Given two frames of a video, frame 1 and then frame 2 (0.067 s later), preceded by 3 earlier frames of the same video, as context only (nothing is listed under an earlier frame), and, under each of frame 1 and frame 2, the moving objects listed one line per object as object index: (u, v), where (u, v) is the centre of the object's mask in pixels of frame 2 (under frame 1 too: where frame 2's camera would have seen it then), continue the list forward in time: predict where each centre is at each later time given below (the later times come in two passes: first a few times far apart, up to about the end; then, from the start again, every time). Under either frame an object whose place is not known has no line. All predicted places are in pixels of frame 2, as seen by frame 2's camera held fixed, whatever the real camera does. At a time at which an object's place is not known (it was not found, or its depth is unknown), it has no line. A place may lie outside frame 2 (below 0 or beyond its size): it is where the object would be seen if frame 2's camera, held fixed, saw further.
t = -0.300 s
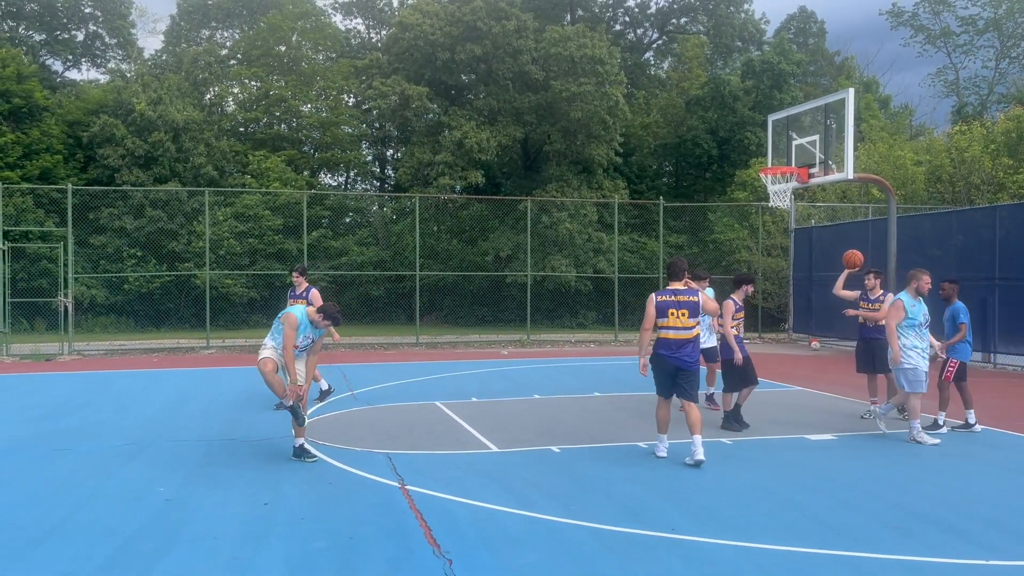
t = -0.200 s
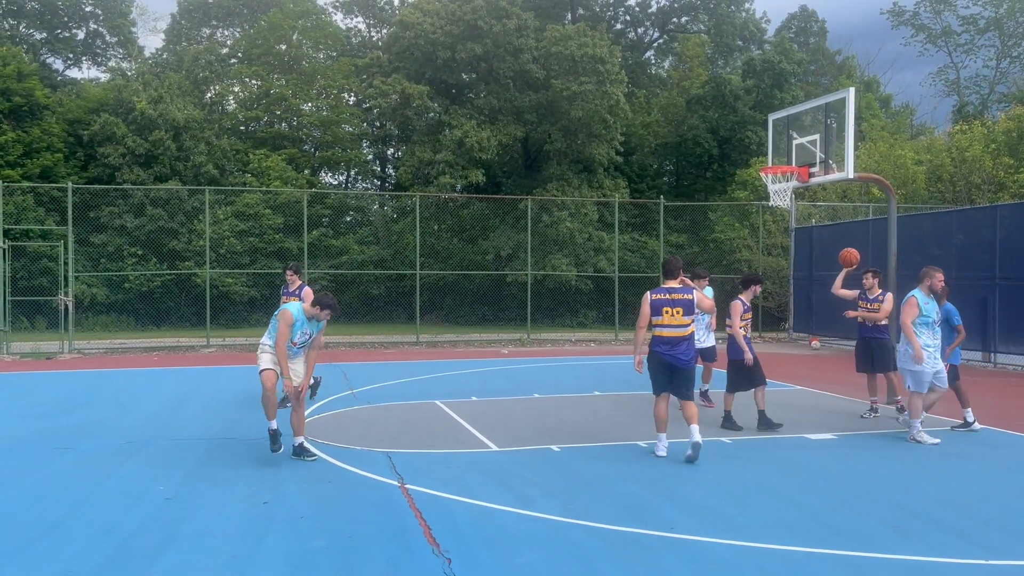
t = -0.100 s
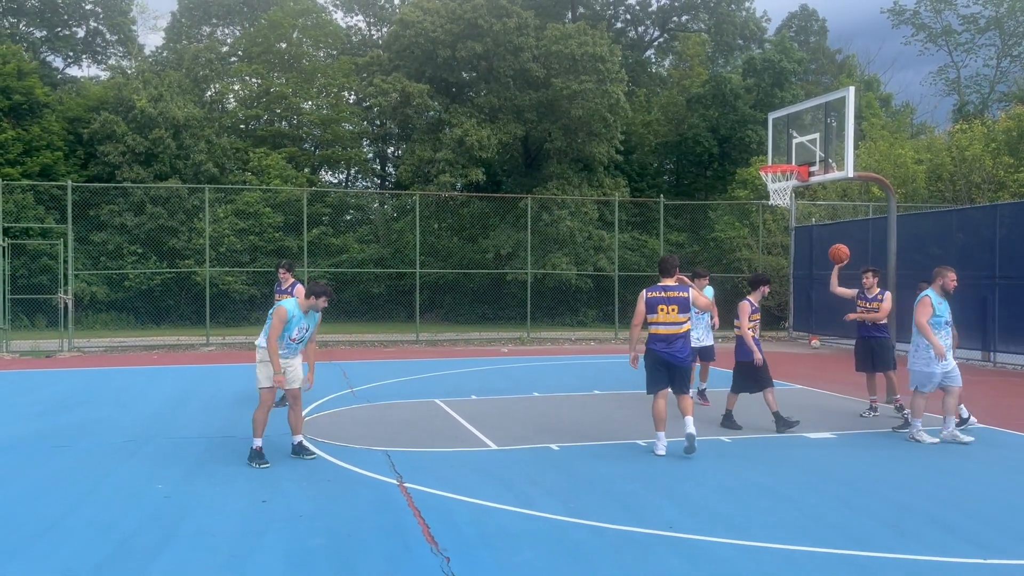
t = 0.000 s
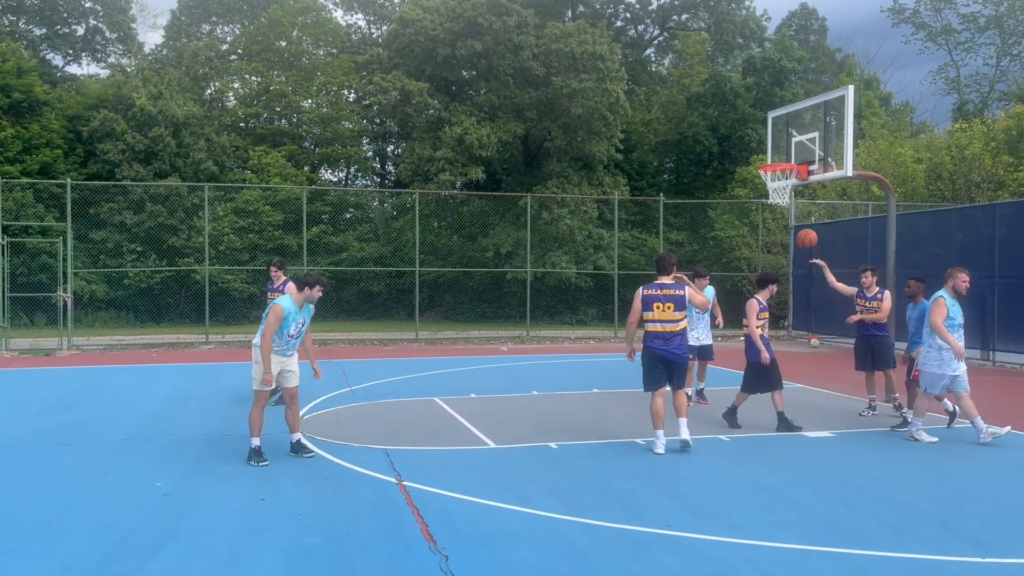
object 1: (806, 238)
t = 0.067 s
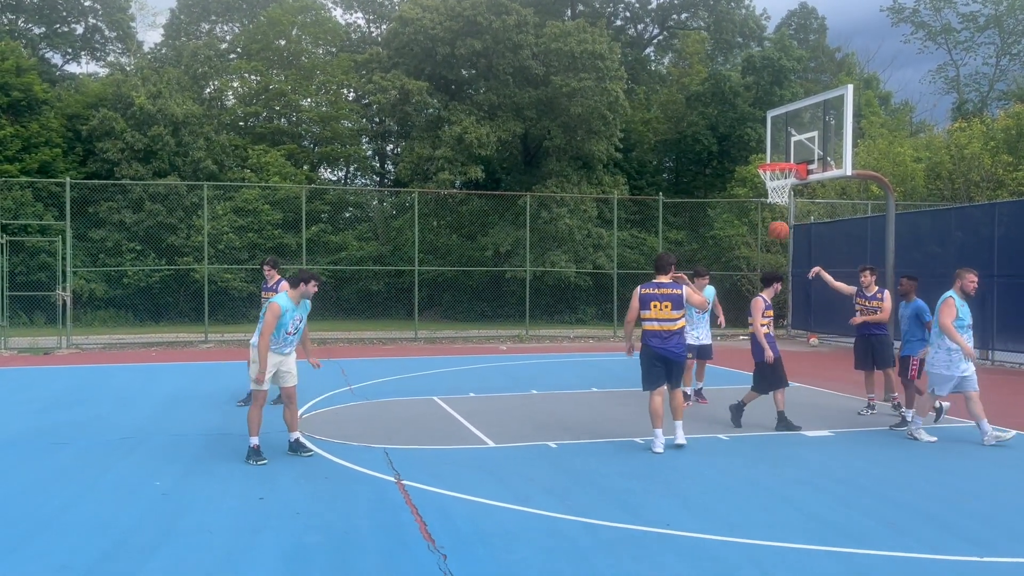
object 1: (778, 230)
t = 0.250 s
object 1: (704, 230)
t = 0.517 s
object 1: (596, 275)
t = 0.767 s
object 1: (500, 368)
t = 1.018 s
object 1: (444, 343)
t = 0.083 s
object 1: (772, 229)
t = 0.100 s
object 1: (765, 228)
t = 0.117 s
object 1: (758, 228)
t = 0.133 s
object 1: (752, 227)
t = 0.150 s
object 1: (745, 226)
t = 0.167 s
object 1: (738, 226)
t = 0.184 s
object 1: (731, 227)
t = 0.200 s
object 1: (724, 227)
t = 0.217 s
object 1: (717, 227)
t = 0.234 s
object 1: (710, 228)
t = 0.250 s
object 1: (704, 230)
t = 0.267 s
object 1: (696, 231)
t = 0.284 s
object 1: (690, 232)
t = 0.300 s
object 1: (683, 234)
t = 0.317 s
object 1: (676, 235)
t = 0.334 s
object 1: (670, 237)
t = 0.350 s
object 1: (663, 239)
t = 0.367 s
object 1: (656, 243)
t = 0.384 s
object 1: (650, 245)
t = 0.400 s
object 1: (643, 248)
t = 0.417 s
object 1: (636, 252)
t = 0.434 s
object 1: (629, 255)
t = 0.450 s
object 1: (623, 259)
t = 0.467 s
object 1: (616, 262)
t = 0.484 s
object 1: (609, 266)
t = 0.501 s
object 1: (603, 270)
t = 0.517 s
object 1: (596, 275)
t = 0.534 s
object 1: (590, 280)
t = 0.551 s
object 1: (583, 285)
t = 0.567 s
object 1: (577, 290)
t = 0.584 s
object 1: (570, 295)
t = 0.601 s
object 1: (564, 301)
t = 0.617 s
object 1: (557, 306)
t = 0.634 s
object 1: (551, 312)
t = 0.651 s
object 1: (544, 318)
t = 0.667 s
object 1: (538, 325)
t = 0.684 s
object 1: (532, 331)
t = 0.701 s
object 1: (525, 338)
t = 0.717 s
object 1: (518, 345)
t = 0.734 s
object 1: (513, 352)
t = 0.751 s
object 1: (506, 360)
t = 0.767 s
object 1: (500, 368)
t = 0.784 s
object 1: (494, 376)
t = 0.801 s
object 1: (488, 384)
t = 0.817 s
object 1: (482, 392)
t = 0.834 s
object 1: (476, 400)
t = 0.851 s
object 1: (472, 402)
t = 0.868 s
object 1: (469, 394)
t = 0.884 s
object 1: (466, 388)
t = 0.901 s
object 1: (464, 381)
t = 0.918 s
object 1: (461, 375)
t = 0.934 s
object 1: (458, 369)
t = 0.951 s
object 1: (456, 363)
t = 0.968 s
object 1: (453, 357)
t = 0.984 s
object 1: (450, 353)
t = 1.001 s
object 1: (447, 347)
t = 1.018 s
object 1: (444, 343)
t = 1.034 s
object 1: (441, 337)
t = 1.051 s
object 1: (439, 333)
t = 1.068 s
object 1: (436, 328)
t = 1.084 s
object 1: (433, 324)
